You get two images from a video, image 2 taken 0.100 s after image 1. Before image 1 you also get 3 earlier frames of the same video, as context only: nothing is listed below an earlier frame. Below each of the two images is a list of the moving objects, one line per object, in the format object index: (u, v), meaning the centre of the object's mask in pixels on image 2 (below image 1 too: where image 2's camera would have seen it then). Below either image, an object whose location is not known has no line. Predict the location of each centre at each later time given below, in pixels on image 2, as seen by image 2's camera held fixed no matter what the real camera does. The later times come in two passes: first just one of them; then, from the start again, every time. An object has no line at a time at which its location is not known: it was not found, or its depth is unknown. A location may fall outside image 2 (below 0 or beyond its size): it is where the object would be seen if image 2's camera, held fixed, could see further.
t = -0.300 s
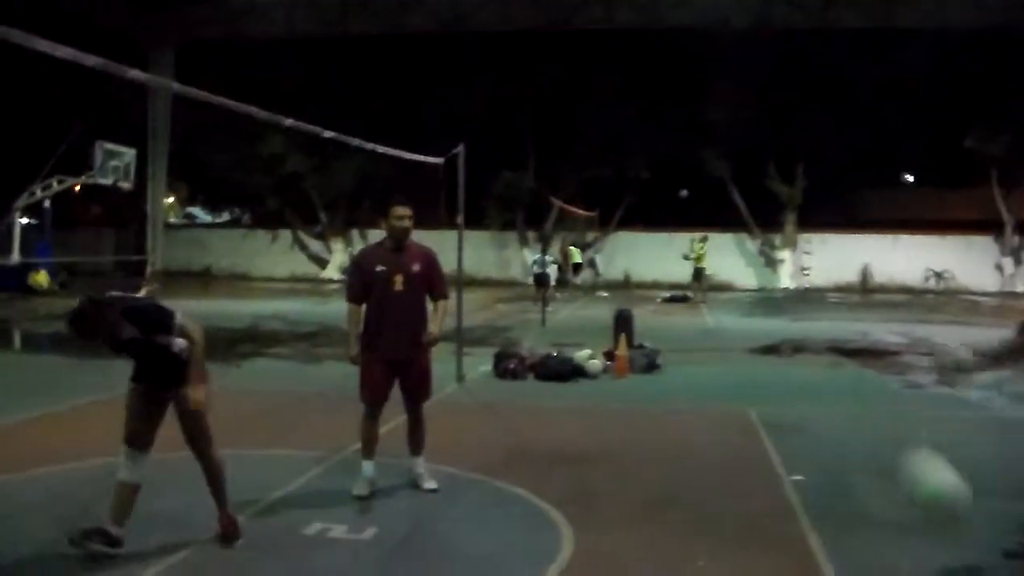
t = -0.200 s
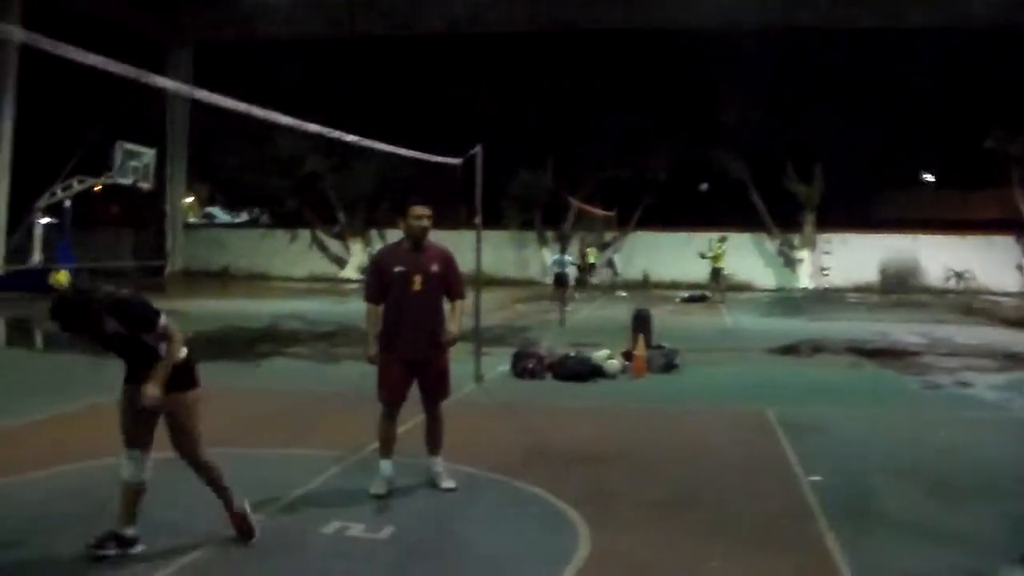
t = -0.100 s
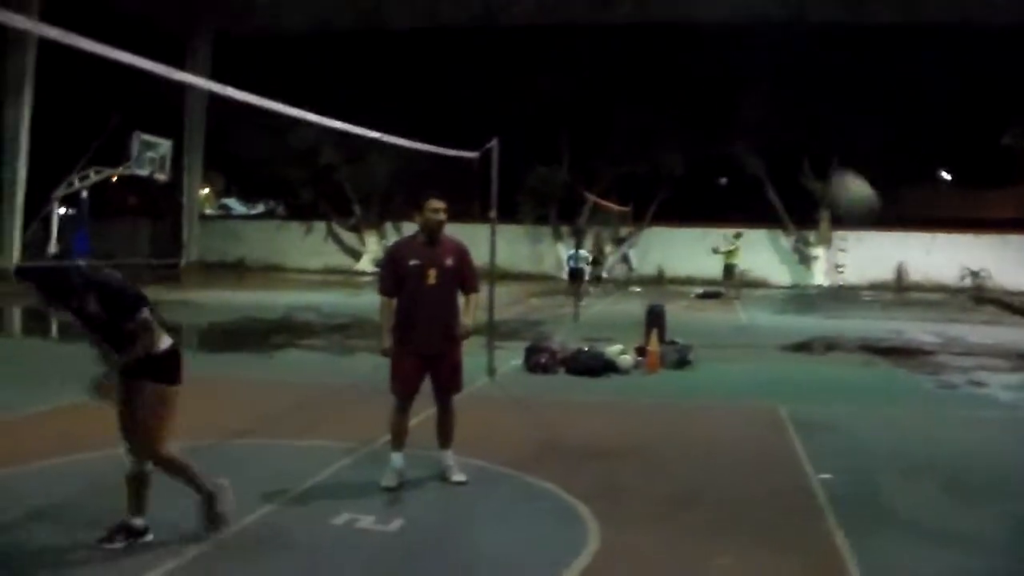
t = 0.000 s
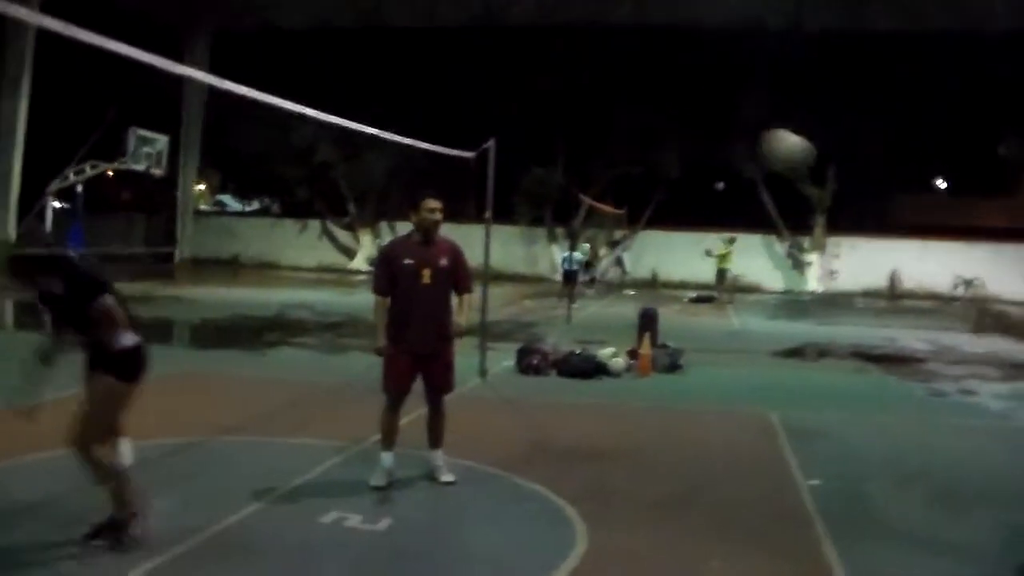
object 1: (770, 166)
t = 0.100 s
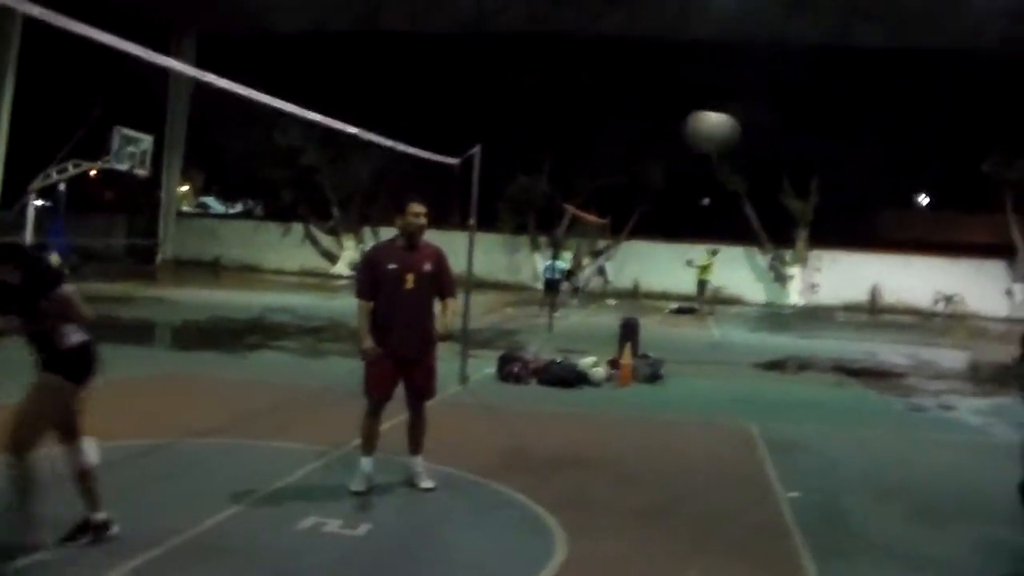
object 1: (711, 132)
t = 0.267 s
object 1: (615, 117)
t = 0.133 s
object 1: (691, 125)
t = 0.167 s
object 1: (672, 120)
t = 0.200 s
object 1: (653, 117)
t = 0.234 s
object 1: (634, 117)
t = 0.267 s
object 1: (615, 117)
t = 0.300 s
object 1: (597, 121)
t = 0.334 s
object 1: (578, 127)
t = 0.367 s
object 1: (559, 132)
